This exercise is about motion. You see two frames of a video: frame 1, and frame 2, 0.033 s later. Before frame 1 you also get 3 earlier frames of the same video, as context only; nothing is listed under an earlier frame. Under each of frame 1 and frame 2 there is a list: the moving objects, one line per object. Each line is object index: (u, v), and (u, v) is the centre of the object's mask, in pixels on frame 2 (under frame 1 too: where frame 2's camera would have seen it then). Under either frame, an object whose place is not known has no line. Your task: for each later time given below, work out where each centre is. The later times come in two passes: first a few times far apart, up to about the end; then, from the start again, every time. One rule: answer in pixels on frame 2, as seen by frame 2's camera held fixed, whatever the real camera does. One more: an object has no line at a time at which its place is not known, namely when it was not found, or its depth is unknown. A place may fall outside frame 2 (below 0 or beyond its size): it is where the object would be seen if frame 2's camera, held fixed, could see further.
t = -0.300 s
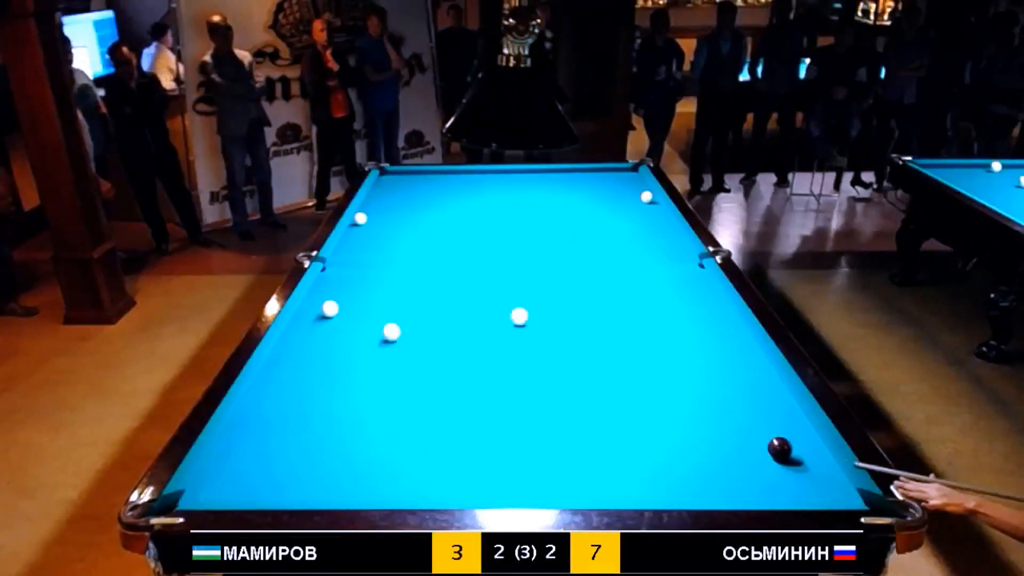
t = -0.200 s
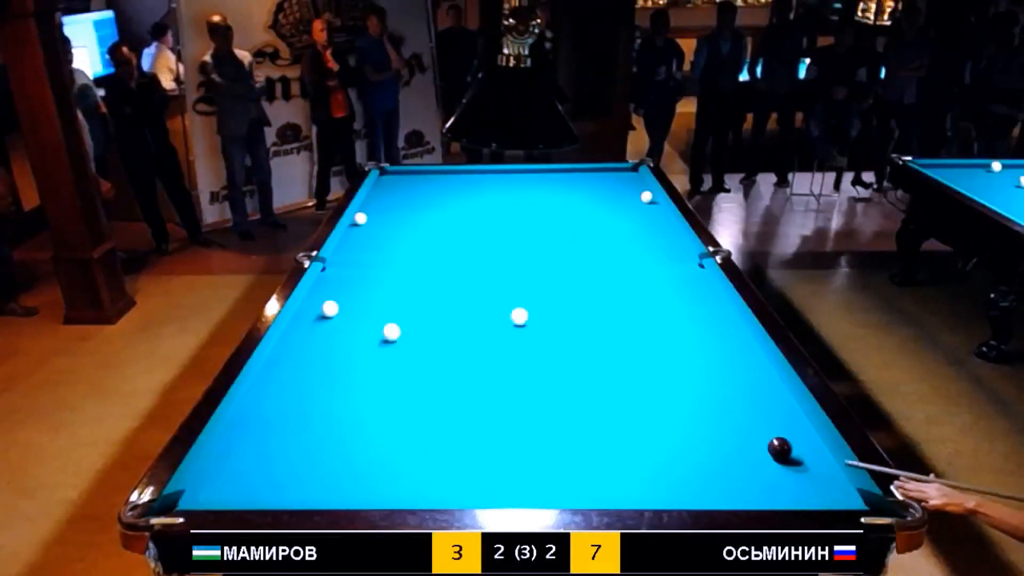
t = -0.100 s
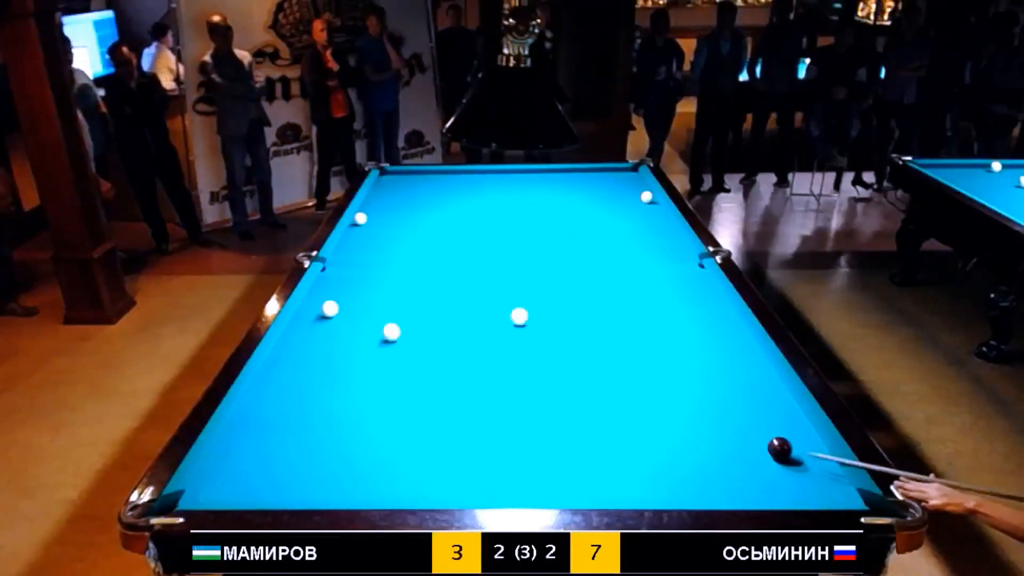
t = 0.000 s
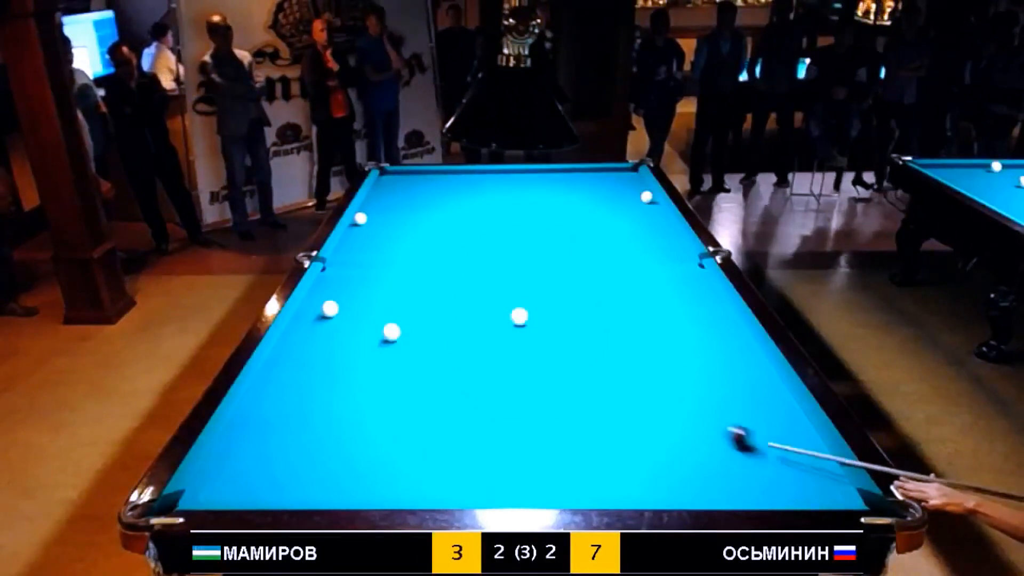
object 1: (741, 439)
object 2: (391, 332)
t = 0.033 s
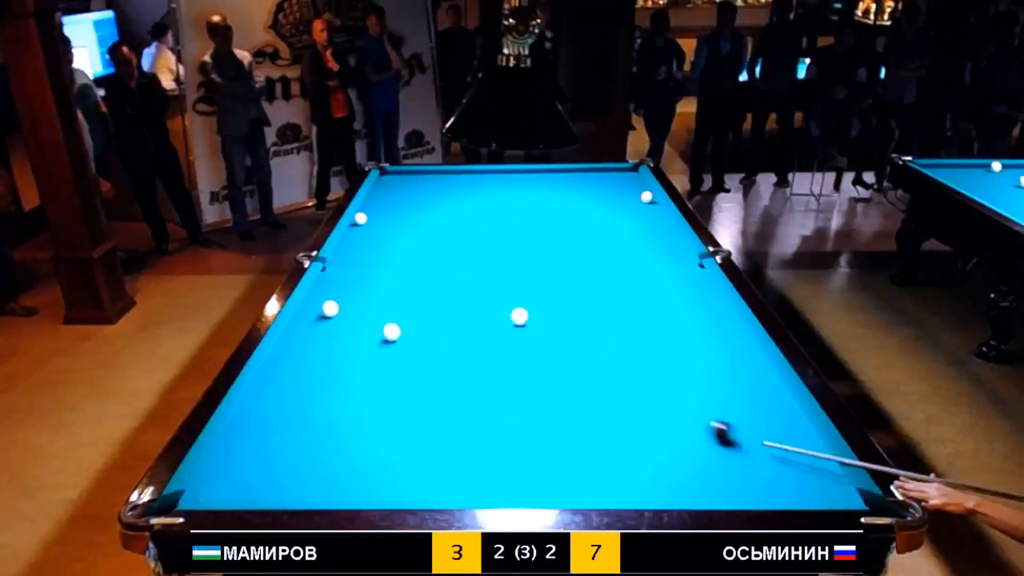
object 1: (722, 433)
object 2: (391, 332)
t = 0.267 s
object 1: (609, 401)
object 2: (391, 332)
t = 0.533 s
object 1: (501, 369)
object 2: (391, 332)
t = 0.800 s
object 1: (410, 343)
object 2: (391, 332)
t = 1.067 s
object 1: (352, 345)
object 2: (369, 310)
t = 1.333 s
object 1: (297, 348)
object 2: (352, 293)
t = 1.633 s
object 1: (303, 356)
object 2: (335, 275)
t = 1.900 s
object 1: (328, 364)
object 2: (339, 263)
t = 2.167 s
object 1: (353, 372)
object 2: (356, 254)
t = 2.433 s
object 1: (378, 380)
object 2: (370, 245)
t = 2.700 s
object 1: (402, 389)
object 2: (385, 237)
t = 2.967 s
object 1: (426, 397)
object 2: (398, 230)
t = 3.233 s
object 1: (451, 405)
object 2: (409, 224)
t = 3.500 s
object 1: (475, 413)
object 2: (420, 218)
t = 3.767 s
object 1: (498, 420)
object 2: (430, 212)
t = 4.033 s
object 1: (521, 428)
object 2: (439, 207)
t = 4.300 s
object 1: (544, 435)
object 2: (448, 203)
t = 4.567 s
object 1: (565, 442)
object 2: (456, 199)
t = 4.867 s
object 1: (588, 449)
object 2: (464, 195)
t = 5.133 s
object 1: (608, 456)
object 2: (471, 192)
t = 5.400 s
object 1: (626, 461)
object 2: (477, 188)
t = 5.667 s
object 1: (644, 467)
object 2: (483, 186)
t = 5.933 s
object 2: (488, 183)
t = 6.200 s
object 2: (493, 181)
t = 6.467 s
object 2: (498, 178)
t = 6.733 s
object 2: (502, 176)
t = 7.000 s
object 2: (506, 175)
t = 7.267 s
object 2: (509, 173)
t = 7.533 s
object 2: (512, 172)
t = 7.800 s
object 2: (515, 171)
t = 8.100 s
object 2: (517, 170)
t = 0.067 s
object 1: (705, 428)
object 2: (391, 332)
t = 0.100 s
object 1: (687, 423)
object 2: (391, 332)
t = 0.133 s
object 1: (671, 418)
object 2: (391, 332)
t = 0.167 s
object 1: (655, 413)
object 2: (391, 332)
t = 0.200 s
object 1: (638, 409)
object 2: (391, 332)
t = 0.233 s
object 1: (623, 405)
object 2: (391, 332)
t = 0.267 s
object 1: (609, 401)
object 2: (391, 332)
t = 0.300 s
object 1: (594, 396)
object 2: (391, 332)
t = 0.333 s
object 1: (580, 392)
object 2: (391, 332)
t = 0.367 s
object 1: (566, 388)
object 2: (391, 332)
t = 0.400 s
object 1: (552, 384)
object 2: (391, 332)
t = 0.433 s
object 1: (539, 380)
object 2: (391, 332)
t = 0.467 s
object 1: (526, 376)
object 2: (391, 332)
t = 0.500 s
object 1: (514, 373)
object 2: (391, 332)
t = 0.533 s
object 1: (501, 369)
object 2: (391, 332)
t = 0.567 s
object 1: (489, 366)
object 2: (391, 332)
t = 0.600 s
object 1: (477, 362)
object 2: (391, 332)
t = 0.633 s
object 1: (465, 359)
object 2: (391, 332)
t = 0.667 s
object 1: (454, 355)
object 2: (391, 332)
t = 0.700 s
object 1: (442, 352)
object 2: (391, 332)
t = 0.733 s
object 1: (431, 349)
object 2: (391, 332)
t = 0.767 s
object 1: (421, 346)
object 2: (391, 332)
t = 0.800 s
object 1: (410, 343)
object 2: (391, 332)
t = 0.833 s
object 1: (400, 341)
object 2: (391, 331)
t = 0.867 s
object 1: (392, 341)
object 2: (388, 327)
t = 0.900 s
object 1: (386, 342)
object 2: (384, 324)
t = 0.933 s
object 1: (379, 342)
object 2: (381, 321)
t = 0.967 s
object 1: (373, 344)
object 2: (378, 318)
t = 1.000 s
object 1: (366, 344)
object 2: (375, 315)
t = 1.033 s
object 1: (359, 345)
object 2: (372, 312)
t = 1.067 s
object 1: (352, 345)
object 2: (369, 310)
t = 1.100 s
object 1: (345, 346)
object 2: (367, 308)
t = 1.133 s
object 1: (338, 346)
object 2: (365, 305)
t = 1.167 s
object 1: (331, 346)
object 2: (362, 303)
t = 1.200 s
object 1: (324, 346)
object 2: (360, 301)
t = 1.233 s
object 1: (317, 347)
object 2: (358, 299)
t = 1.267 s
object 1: (310, 347)
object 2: (356, 297)
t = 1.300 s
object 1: (304, 347)
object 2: (354, 295)
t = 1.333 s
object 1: (297, 348)
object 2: (352, 293)
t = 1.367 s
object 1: (290, 348)
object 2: (350, 291)
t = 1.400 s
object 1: (283, 349)
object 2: (348, 289)
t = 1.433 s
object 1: (283, 350)
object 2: (346, 286)
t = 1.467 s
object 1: (287, 351)
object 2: (344, 285)
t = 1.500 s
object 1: (291, 352)
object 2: (342, 283)
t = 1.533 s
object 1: (294, 353)
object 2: (340, 281)
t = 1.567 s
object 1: (297, 354)
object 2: (338, 279)
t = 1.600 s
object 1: (300, 355)
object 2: (336, 277)
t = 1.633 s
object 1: (303, 356)
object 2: (335, 275)
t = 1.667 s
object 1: (306, 357)
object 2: (333, 273)
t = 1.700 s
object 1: (310, 358)
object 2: (331, 272)
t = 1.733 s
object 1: (313, 359)
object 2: (329, 270)
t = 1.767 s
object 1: (316, 360)
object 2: (329, 268)
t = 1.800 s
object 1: (319, 361)
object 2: (332, 267)
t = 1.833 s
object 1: (322, 362)
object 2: (334, 266)
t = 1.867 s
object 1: (325, 363)
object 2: (336, 265)
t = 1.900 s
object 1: (328, 364)
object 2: (339, 263)
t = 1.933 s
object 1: (331, 365)
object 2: (341, 262)
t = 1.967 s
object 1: (334, 366)
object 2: (343, 261)
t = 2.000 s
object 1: (337, 367)
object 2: (345, 260)
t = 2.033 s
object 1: (341, 368)
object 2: (347, 258)
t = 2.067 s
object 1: (344, 369)
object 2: (349, 257)
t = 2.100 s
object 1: (347, 370)
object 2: (351, 256)
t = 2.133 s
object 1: (350, 371)
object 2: (354, 255)
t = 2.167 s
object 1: (353, 372)
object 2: (356, 254)
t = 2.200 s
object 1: (356, 373)
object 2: (357, 253)
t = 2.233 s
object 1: (359, 374)
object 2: (359, 251)
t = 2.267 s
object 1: (362, 375)
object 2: (361, 250)
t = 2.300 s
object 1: (365, 376)
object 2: (363, 249)
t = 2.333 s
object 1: (368, 377)
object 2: (365, 248)
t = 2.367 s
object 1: (372, 378)
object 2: (367, 247)
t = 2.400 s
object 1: (375, 379)
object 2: (369, 246)
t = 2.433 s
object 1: (378, 380)
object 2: (370, 245)
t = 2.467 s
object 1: (381, 382)
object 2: (372, 244)
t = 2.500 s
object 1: (384, 383)
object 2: (374, 243)
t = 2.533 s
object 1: (387, 383)
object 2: (376, 242)
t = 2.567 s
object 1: (390, 384)
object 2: (378, 241)
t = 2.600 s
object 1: (393, 386)
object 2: (380, 240)
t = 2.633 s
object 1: (396, 386)
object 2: (381, 239)
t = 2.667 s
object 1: (399, 388)
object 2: (383, 238)
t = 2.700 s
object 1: (402, 389)
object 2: (385, 237)
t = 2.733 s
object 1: (405, 389)
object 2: (386, 236)
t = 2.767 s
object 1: (408, 391)
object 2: (388, 236)
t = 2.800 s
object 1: (411, 391)
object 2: (389, 234)
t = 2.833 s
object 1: (415, 393)
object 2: (391, 233)
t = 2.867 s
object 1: (418, 394)
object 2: (392, 233)
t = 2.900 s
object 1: (421, 394)
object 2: (394, 232)
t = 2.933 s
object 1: (424, 395)
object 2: (396, 231)
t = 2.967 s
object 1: (426, 397)
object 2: (398, 230)
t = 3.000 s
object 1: (430, 398)
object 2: (399, 229)
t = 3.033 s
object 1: (433, 399)
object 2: (400, 228)
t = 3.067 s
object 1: (436, 400)
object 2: (402, 228)
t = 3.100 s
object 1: (439, 401)
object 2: (403, 227)
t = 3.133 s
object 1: (442, 402)
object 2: (405, 226)
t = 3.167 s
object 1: (445, 403)
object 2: (406, 225)
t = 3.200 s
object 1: (448, 404)
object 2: (408, 224)
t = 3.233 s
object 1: (451, 405)
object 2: (409, 224)
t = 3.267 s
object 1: (454, 406)
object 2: (410, 223)
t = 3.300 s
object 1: (457, 407)
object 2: (412, 222)
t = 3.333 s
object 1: (460, 408)
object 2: (413, 221)
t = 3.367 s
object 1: (463, 409)
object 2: (415, 220)
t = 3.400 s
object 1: (466, 410)
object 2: (416, 220)
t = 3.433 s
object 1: (469, 411)
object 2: (417, 219)
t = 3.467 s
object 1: (472, 412)
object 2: (418, 218)
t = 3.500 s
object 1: (475, 413)
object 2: (420, 218)
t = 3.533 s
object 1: (478, 414)
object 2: (421, 217)
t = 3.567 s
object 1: (481, 414)
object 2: (422, 216)
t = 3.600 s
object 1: (484, 415)
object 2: (423, 216)
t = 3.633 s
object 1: (487, 416)
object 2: (425, 215)
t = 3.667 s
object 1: (490, 417)
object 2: (426, 214)
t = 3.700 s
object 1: (493, 418)
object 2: (427, 213)
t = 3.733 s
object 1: (495, 419)
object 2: (429, 213)
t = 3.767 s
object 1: (498, 420)
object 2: (430, 212)
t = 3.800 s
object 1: (501, 421)
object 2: (431, 212)
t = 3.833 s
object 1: (504, 422)
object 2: (432, 211)
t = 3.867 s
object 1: (507, 423)
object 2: (433, 210)
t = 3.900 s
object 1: (510, 424)
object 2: (435, 210)
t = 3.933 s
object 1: (513, 425)
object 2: (436, 209)
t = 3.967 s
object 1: (516, 426)
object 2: (437, 209)
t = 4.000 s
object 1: (519, 427)
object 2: (438, 208)
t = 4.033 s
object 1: (521, 428)
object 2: (439, 207)
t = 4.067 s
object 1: (524, 429)
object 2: (440, 207)
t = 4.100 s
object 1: (527, 430)
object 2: (441, 206)
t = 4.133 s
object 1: (530, 430)
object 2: (442, 206)
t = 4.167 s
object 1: (533, 432)
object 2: (444, 205)
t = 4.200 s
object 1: (535, 432)
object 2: (445, 205)
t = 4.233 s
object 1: (538, 433)
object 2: (446, 204)
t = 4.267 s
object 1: (541, 434)
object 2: (447, 204)
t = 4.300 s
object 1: (544, 435)
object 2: (448, 203)
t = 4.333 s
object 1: (546, 436)
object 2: (449, 202)
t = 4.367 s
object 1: (549, 437)
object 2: (450, 202)
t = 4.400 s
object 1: (552, 438)
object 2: (451, 201)
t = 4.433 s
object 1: (555, 439)
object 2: (452, 201)
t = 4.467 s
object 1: (557, 440)
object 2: (453, 200)
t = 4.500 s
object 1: (560, 441)
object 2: (454, 200)
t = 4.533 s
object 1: (563, 442)
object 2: (455, 199)
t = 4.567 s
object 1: (565, 442)
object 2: (456, 199)
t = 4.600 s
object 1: (568, 443)
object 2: (457, 198)
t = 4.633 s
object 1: (570, 444)
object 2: (458, 198)
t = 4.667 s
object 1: (573, 445)
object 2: (459, 197)
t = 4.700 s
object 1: (576, 445)
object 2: (460, 197)
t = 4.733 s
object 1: (578, 447)
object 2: (461, 197)
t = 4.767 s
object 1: (581, 447)
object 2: (462, 196)
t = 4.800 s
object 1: (583, 448)
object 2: (462, 196)
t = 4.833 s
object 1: (586, 449)
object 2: (463, 195)
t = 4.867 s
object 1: (588, 449)
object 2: (464, 195)
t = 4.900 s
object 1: (591, 450)
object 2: (465, 194)
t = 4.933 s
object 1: (593, 451)
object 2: (466, 194)
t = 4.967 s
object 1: (596, 452)
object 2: (467, 193)
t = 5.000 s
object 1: (598, 452)
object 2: (468, 193)
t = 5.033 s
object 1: (601, 453)
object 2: (468, 193)
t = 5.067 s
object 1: (603, 454)
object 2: (469, 192)
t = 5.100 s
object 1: (606, 455)
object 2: (470, 192)
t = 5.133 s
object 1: (608, 456)
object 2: (471, 192)
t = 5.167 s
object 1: (610, 456)
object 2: (472, 191)
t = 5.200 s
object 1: (613, 457)
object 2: (473, 191)
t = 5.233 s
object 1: (615, 458)
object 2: (474, 190)
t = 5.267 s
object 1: (617, 459)
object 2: (474, 190)
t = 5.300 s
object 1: (620, 459)
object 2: (475, 189)
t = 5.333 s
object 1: (622, 460)
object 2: (476, 189)
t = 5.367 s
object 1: (624, 461)
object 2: (477, 189)
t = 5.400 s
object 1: (626, 461)
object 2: (477, 188)
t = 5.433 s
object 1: (629, 462)
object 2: (478, 188)
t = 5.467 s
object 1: (631, 463)
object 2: (479, 187)
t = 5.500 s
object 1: (634, 463)
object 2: (480, 187)
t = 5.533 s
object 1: (636, 464)
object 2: (480, 187)
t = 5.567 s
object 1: (638, 465)
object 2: (481, 186)
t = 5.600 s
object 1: (640, 466)
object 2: (482, 186)
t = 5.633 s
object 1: (642, 466)
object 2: (482, 186)
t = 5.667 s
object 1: (644, 467)
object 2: (483, 186)
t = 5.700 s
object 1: (646, 467)
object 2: (484, 185)
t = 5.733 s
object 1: (648, 468)
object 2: (485, 185)
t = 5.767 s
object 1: (651, 469)
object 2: (485, 185)
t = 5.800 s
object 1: (653, 470)
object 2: (486, 184)
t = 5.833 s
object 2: (486, 184)
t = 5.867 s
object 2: (487, 184)
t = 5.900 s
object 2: (488, 183)
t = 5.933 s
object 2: (488, 183)
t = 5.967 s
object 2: (489, 183)
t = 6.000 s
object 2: (490, 183)
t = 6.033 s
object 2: (490, 182)
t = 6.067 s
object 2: (491, 182)
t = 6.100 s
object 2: (492, 182)
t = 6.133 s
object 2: (492, 181)
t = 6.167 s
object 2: (493, 181)
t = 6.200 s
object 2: (493, 181)
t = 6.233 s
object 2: (494, 181)
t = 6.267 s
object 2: (494, 180)
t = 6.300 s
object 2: (495, 180)
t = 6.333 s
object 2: (496, 180)
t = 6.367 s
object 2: (496, 179)
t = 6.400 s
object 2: (497, 179)
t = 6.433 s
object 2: (497, 179)
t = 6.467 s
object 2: (498, 178)
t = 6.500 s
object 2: (498, 178)
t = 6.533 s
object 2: (499, 178)
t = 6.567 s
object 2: (499, 178)
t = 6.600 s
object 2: (500, 177)
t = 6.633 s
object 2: (500, 177)
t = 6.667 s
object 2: (501, 177)
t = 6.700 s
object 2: (501, 177)
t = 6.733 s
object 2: (502, 176)
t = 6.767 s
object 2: (502, 176)
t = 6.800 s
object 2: (503, 176)
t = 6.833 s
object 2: (503, 176)
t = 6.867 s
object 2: (504, 176)
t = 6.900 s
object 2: (504, 176)
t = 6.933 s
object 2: (505, 175)
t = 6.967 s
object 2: (505, 175)
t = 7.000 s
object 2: (506, 175)
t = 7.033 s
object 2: (506, 175)
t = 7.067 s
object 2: (506, 174)
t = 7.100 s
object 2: (507, 174)
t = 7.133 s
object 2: (507, 174)
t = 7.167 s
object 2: (508, 174)
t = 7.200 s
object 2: (508, 174)
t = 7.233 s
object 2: (509, 173)
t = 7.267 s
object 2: (509, 173)
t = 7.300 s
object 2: (510, 173)
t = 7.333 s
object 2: (510, 173)
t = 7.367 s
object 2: (510, 173)
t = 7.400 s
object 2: (511, 172)
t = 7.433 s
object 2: (511, 172)
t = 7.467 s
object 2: (511, 172)
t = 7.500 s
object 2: (512, 172)
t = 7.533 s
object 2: (512, 172)
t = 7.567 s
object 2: (513, 172)
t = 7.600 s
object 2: (513, 172)
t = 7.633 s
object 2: (513, 172)
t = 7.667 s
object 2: (514, 171)
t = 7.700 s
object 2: (514, 171)
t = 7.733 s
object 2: (514, 171)
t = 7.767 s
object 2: (515, 171)
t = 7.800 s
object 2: (515, 171)
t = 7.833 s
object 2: (515, 171)
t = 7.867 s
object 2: (516, 170)
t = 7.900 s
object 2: (516, 170)
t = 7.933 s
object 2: (516, 170)
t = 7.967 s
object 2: (517, 170)
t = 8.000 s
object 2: (517, 170)
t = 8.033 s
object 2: (517, 170)
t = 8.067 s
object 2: (517, 170)
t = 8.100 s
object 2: (517, 170)
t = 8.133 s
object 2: (518, 170)
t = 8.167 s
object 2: (518, 170)
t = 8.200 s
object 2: (518, 170)
